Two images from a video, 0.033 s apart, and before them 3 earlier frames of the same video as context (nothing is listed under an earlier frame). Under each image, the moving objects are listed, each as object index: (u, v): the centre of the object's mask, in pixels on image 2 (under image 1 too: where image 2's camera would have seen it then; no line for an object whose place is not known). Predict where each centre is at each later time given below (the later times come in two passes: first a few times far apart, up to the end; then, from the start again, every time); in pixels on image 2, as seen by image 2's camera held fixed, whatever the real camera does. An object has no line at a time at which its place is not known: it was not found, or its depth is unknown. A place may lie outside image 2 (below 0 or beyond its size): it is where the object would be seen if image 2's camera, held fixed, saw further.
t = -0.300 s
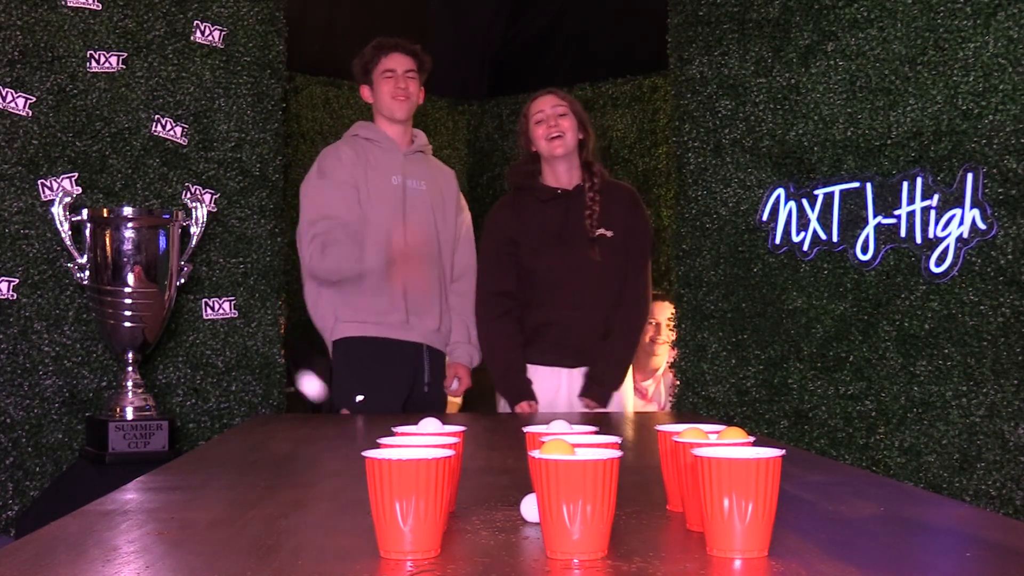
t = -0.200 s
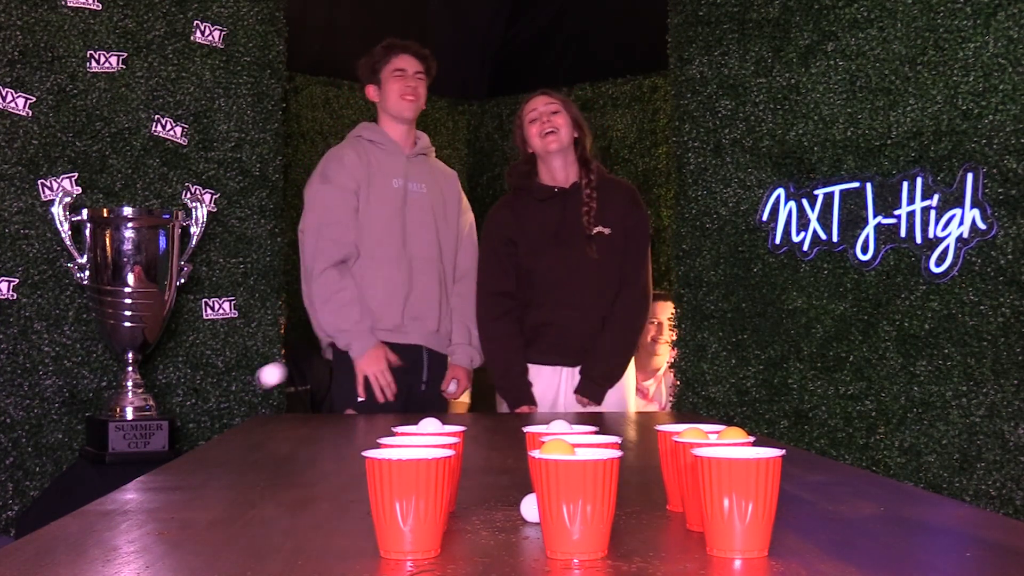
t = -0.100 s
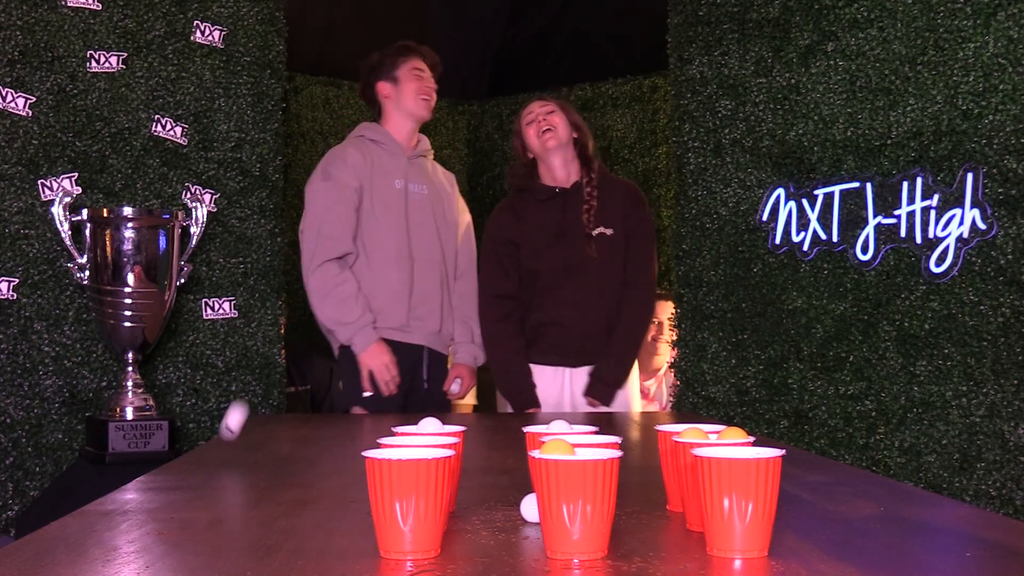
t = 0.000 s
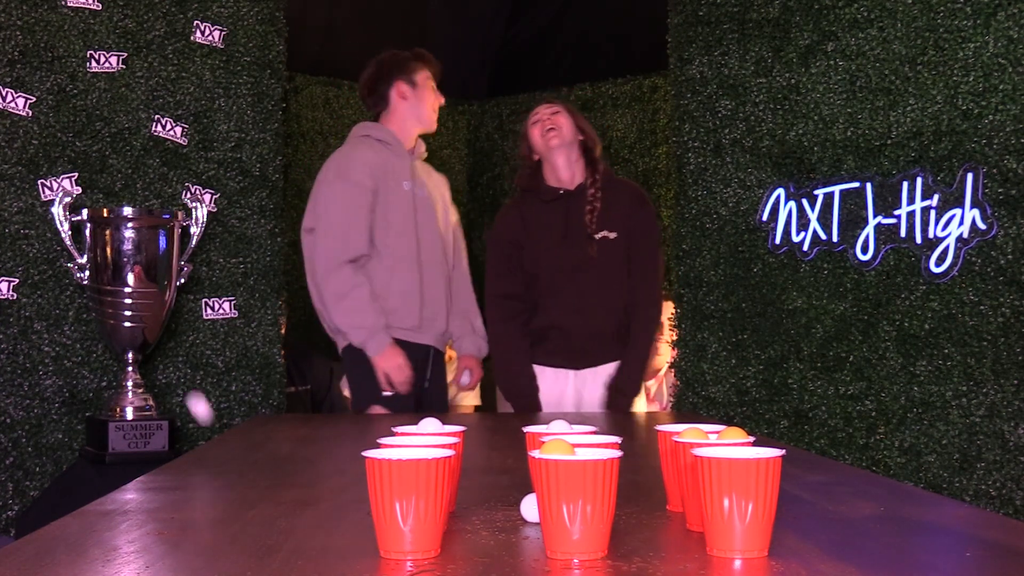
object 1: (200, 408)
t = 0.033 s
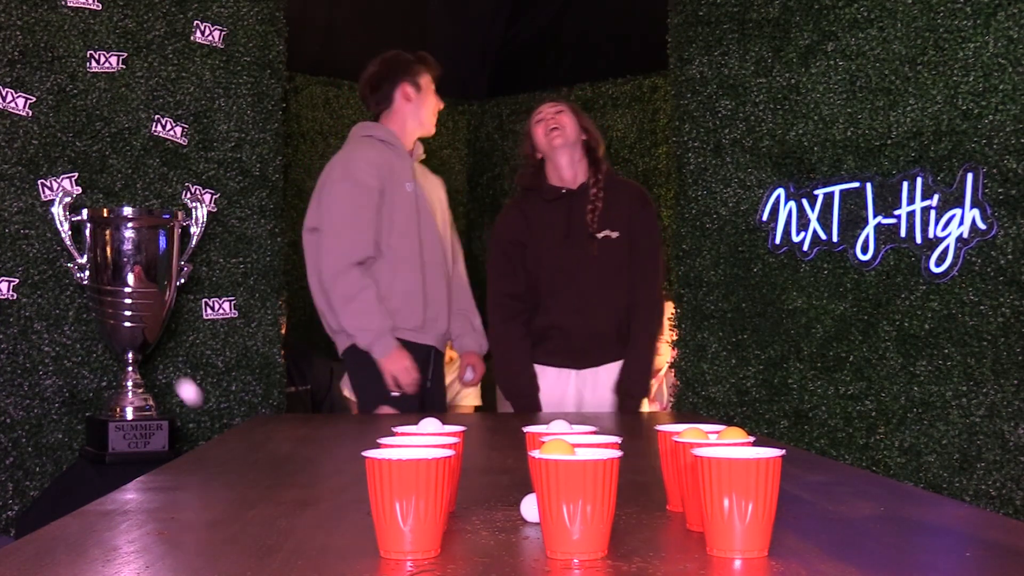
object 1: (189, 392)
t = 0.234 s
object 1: (124, 421)
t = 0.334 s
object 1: (102, 489)
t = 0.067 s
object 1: (178, 382)
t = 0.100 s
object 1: (167, 378)
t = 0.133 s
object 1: (156, 380)
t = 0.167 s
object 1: (147, 386)
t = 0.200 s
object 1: (138, 397)
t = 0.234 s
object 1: (124, 421)
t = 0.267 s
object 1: (117, 443)
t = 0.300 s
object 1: (108, 471)
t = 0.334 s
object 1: (102, 489)
